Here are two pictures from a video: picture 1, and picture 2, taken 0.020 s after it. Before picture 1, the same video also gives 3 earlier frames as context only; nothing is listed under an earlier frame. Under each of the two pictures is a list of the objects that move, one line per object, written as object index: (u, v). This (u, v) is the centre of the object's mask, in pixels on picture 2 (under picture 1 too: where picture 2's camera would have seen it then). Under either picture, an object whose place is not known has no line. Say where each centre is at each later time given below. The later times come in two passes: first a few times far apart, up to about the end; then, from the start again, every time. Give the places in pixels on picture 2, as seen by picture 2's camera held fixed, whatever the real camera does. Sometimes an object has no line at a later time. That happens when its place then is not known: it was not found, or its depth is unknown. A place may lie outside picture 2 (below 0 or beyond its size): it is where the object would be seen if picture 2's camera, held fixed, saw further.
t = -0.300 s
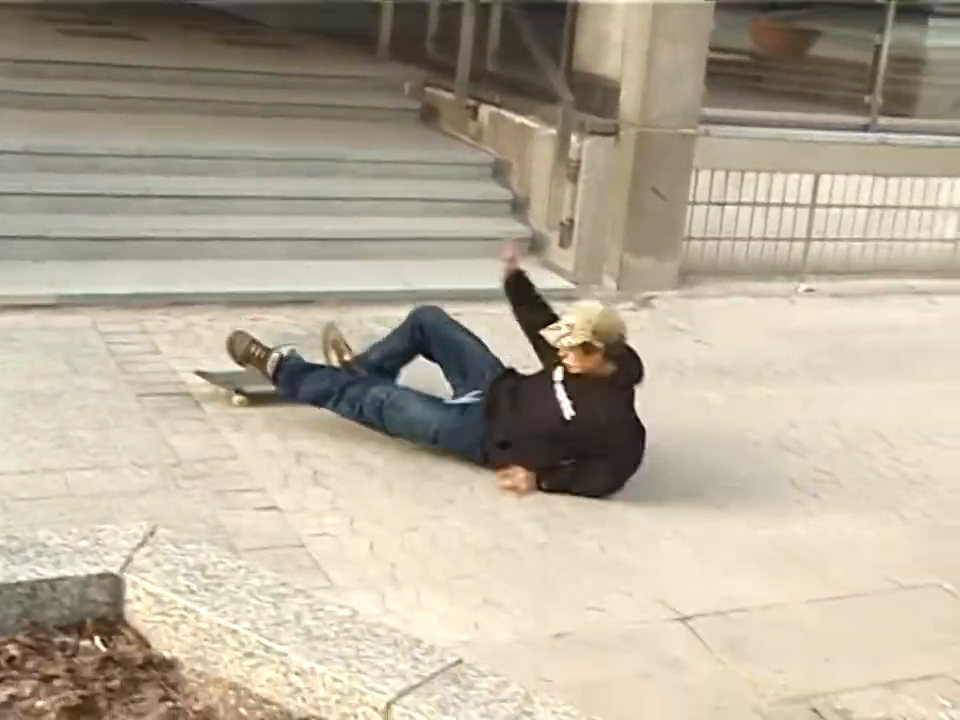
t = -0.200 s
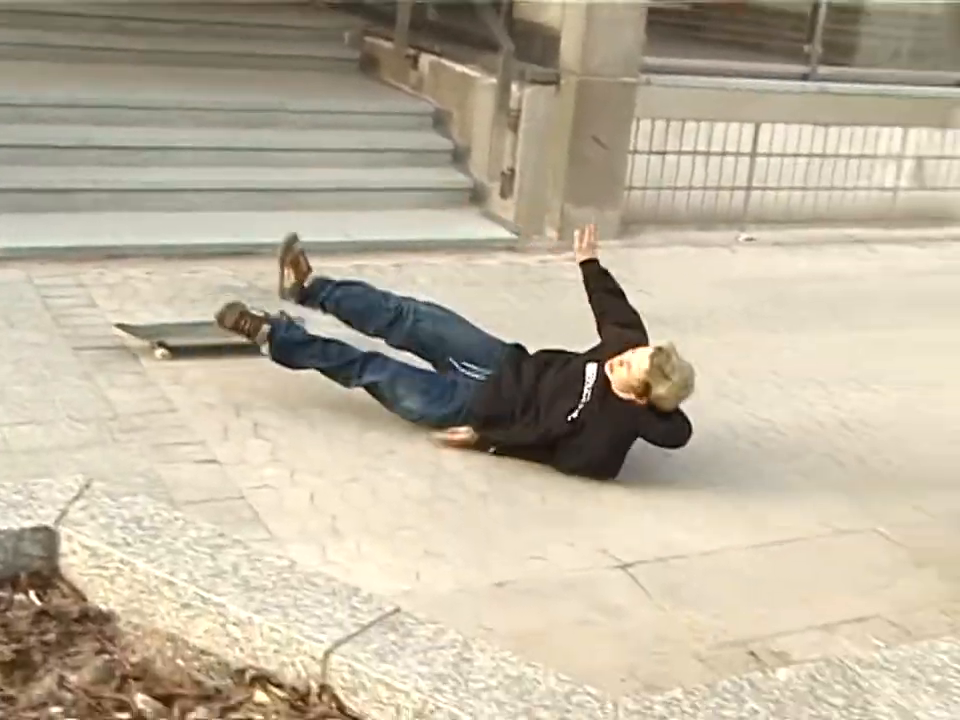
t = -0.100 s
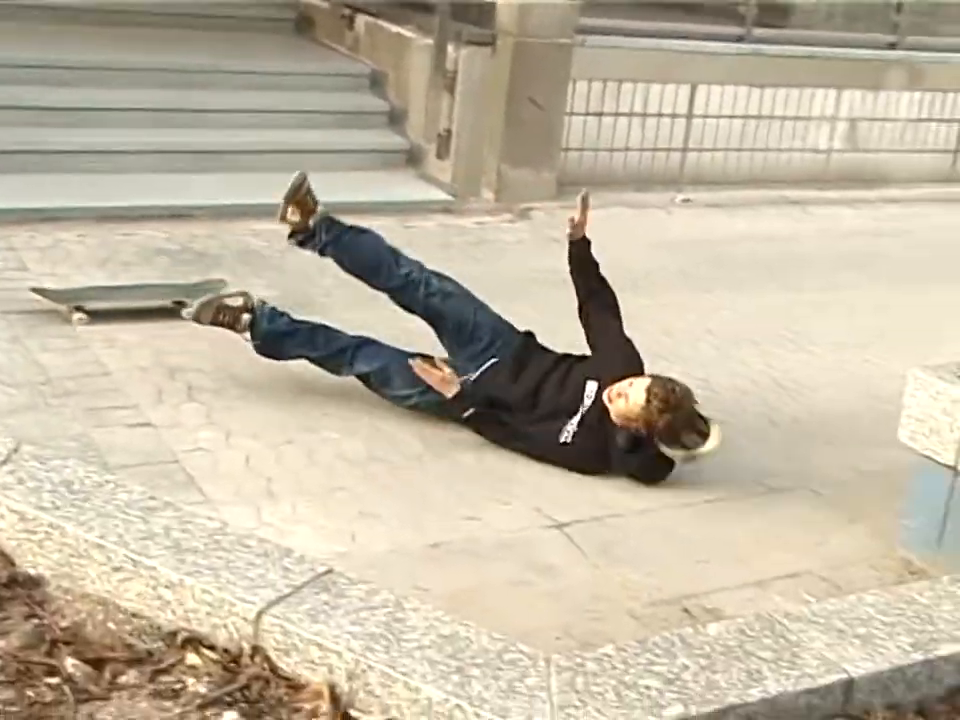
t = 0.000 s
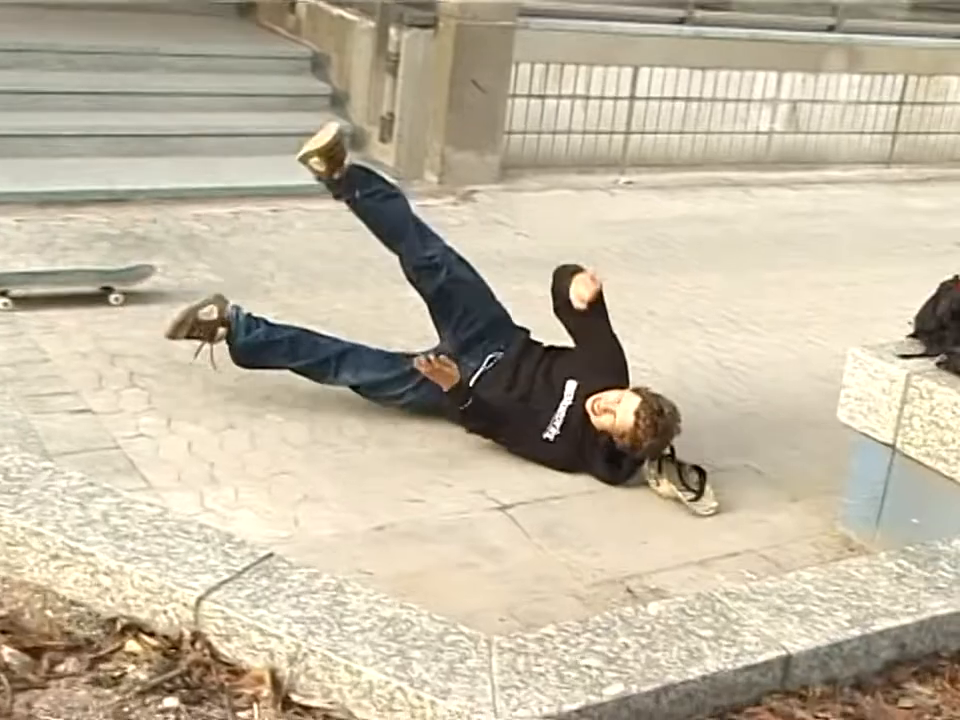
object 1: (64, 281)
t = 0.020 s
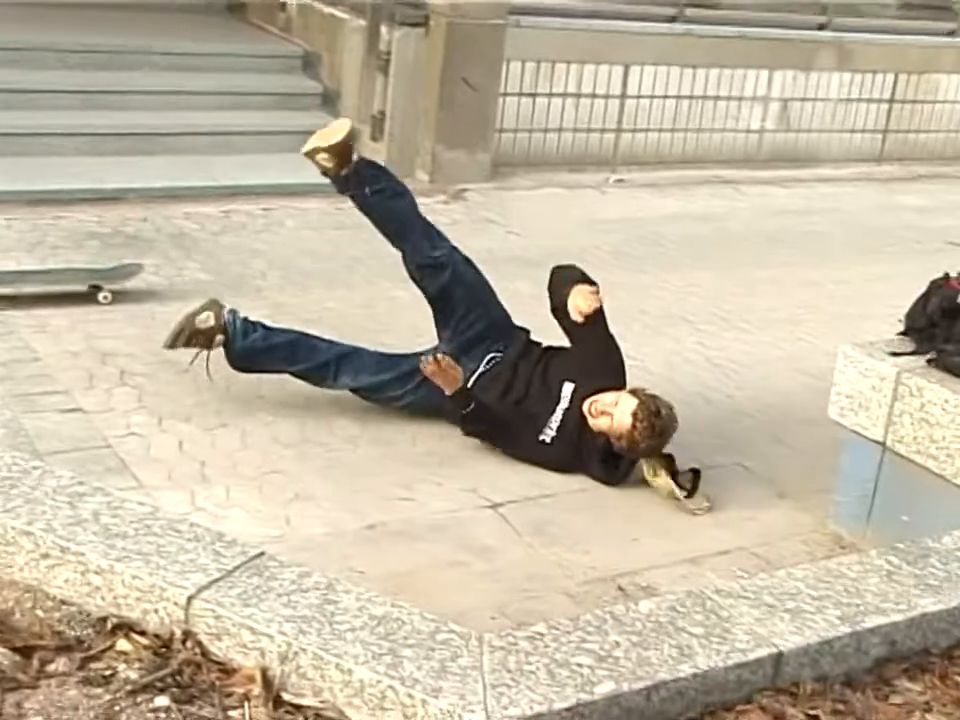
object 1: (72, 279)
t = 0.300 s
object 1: (73, 280)
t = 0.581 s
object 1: (56, 282)
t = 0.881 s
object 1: (34, 283)
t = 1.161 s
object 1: (22, 284)
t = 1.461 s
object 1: (8, 284)
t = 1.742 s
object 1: (7, 284)
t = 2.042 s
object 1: (3, 283)
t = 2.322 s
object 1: (-2, 283)
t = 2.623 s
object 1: (-1, 283)
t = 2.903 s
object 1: (-5, 283)
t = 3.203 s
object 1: (-12, 283)
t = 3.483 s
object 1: (-7, 283)
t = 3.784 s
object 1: (-8, 282)
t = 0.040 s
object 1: (76, 279)
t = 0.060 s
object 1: (78, 279)
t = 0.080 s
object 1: (80, 279)
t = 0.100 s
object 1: (81, 279)
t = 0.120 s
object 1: (82, 279)
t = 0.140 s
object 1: (81, 279)
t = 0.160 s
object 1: (82, 279)
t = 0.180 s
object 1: (81, 279)
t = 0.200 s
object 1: (80, 279)
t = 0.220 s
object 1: (79, 279)
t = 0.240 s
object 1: (78, 279)
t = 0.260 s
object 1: (77, 280)
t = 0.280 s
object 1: (75, 280)
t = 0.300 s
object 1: (73, 280)
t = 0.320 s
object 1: (73, 280)
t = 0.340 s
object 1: (71, 280)
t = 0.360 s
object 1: (70, 280)
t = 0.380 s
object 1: (69, 281)
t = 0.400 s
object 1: (67, 280)
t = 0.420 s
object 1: (65, 281)
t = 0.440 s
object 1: (64, 281)
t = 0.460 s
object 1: (62, 281)
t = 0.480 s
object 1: (62, 281)
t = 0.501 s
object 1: (60, 281)
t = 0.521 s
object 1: (60, 281)
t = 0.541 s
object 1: (58, 282)
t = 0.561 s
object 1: (58, 282)
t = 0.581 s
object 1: (56, 282)
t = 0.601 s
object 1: (55, 282)
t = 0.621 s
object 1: (53, 282)
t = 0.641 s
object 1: (52, 282)
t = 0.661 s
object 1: (50, 282)
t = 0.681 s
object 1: (49, 282)
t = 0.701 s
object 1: (47, 282)
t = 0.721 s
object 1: (46, 282)
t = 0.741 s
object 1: (44, 283)
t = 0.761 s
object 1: (42, 283)
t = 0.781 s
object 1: (41, 283)
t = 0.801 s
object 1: (40, 283)
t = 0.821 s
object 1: (38, 283)
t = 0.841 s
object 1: (37, 283)
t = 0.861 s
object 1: (35, 283)
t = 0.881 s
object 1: (34, 283)
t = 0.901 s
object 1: (32, 283)
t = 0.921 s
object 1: (31, 283)
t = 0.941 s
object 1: (29, 283)
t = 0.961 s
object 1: (28, 283)
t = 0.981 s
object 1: (27, 283)
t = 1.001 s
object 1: (26, 283)
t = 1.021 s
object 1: (25, 283)
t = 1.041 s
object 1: (25, 283)
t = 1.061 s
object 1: (25, 283)
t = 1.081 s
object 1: (24, 284)
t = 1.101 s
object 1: (23, 284)
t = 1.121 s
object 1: (23, 284)
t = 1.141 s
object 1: (22, 284)
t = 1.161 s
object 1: (22, 284)
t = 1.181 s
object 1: (21, 284)
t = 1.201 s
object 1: (20, 283)
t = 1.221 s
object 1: (19, 284)
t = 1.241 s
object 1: (18, 284)
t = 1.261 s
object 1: (17, 284)
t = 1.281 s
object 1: (16, 284)
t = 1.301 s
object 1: (15, 284)
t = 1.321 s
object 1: (14, 284)
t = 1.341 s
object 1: (13, 284)
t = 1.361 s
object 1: (12, 284)
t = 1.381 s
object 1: (11, 284)
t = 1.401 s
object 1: (10, 284)
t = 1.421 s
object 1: (9, 284)
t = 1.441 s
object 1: (9, 284)
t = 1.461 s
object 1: (8, 284)
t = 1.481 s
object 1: (7, 284)
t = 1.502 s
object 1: (6, 284)
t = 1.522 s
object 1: (6, 284)
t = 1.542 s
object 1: (6, 285)
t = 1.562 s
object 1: (6, 284)
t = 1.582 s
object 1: (5, 284)
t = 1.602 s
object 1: (5, 284)
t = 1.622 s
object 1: (6, 284)
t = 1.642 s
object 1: (5, 284)
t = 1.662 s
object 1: (5, 284)
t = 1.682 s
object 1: (5, 284)
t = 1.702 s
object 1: (6, 284)
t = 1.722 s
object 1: (6, 284)
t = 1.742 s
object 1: (7, 284)
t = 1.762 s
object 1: (7, 284)
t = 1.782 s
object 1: (7, 284)
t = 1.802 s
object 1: (7, 284)
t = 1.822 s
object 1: (6, 284)
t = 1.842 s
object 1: (6, 284)
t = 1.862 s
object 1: (5, 284)
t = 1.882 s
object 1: (5, 284)
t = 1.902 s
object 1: (4, 284)
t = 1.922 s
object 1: (4, 284)
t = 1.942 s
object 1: (4, 284)
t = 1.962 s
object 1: (4, 284)
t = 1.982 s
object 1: (4, 284)
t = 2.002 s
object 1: (3, 284)
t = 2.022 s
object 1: (3, 284)
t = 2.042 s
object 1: (3, 283)
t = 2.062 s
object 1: (3, 283)
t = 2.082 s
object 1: (2, 283)
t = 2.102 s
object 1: (1, 283)
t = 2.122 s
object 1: (0, 283)
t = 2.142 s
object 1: (-1, 283)
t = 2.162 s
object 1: (-1, 283)
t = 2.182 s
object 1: (-1, 283)
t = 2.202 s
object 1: (-2, 283)
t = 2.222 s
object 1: (-2, 283)
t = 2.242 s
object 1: (-2, 283)
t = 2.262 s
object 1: (-2, 283)
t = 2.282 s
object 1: (-3, 283)
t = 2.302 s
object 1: (-2, 283)
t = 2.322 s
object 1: (-2, 283)
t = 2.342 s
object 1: (-2, 283)
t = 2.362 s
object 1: (-2, 283)
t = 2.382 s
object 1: (-2, 283)
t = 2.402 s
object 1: (-3, 283)
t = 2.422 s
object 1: (-3, 283)
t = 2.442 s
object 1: (-3, 283)
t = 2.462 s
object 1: (-2, 283)
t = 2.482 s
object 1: (-2, 283)
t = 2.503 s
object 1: (-1, 283)
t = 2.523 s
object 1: (-2, 283)
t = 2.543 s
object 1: (-2, 283)
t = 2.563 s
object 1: (-1, 283)
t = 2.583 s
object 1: (-1, 282)
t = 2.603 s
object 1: (-1, 282)
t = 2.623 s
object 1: (-1, 283)
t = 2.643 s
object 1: (0, 282)
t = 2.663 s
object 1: (1, 282)
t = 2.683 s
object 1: (2, 282)
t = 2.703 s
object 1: (2, 283)
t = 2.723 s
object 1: (2, 282)
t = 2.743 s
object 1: (0, 282)
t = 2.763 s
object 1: (-1, 282)
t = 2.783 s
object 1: (-3, 283)
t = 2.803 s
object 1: (-5, 283)
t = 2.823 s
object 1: (-5, 283)
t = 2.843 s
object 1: (-6, 283)
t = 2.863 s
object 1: (-6, 283)
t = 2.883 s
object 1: (-5, 283)
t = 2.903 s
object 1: (-5, 283)
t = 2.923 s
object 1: (-6, 283)
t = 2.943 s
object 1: (-7, 283)
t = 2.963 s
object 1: (-7, 283)
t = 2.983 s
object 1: (-8, 283)
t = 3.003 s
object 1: (-9, 283)
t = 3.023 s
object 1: (-13, 283)
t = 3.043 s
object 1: (-12, 282)
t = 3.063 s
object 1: (-13, 283)
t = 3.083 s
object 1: (-12, 283)
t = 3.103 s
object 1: (-12, 283)
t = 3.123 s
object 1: (-13, 283)
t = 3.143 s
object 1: (-12, 283)
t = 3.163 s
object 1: (-13, 283)
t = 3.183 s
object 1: (-13, 283)
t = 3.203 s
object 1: (-12, 283)
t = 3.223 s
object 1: (-13, 283)
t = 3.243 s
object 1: (-12, 283)
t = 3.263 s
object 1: (-10, 282)
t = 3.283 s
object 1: (-10, 282)
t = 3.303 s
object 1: (-9, 283)
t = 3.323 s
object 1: (-8, 282)
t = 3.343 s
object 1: (-6, 282)
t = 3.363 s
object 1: (-6, 283)
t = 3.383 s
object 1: (-5, 283)
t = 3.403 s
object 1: (-5, 282)
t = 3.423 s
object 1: (-6, 282)
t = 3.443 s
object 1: (-7, 283)
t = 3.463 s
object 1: (-8, 283)
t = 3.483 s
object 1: (-7, 283)
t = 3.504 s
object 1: (-6, 282)
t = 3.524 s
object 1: (-5, 282)
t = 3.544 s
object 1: (-6, 282)
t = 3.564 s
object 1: (-5, 282)
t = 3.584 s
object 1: (-6, 283)
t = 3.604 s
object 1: (-5, 282)
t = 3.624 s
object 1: (-5, 282)
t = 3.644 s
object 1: (-5, 282)
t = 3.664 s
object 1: (-6, 282)
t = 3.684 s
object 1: (-6, 282)
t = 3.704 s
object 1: (-7, 282)
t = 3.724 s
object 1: (-6, 282)
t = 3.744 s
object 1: (-7, 282)
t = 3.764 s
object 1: (-7, 282)
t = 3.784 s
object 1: (-8, 282)
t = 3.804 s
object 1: (-8, 283)
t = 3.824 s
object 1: (-9, 282)
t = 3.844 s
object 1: (-9, 282)
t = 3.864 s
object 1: (-11, 283)
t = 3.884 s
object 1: (-11, 283)
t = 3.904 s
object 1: (-11, 283)
